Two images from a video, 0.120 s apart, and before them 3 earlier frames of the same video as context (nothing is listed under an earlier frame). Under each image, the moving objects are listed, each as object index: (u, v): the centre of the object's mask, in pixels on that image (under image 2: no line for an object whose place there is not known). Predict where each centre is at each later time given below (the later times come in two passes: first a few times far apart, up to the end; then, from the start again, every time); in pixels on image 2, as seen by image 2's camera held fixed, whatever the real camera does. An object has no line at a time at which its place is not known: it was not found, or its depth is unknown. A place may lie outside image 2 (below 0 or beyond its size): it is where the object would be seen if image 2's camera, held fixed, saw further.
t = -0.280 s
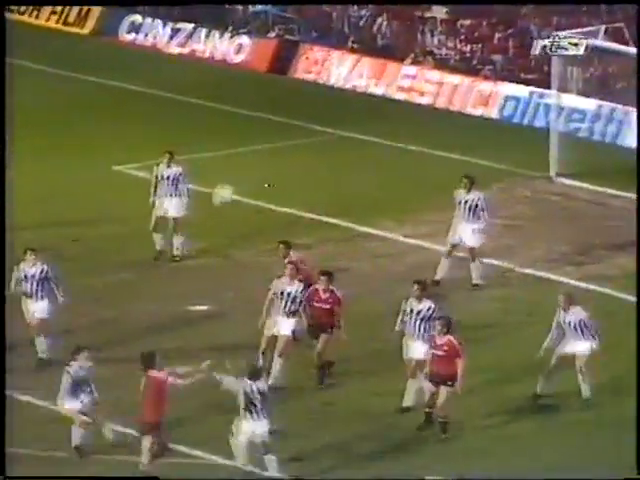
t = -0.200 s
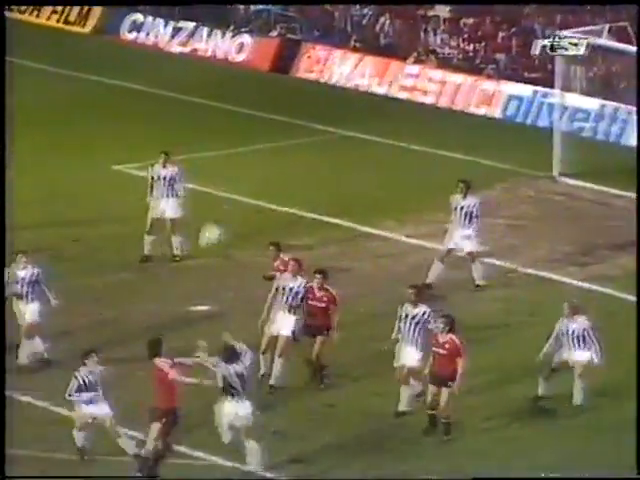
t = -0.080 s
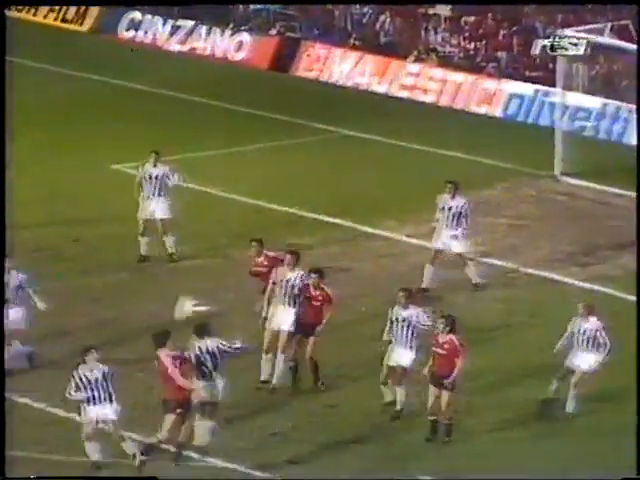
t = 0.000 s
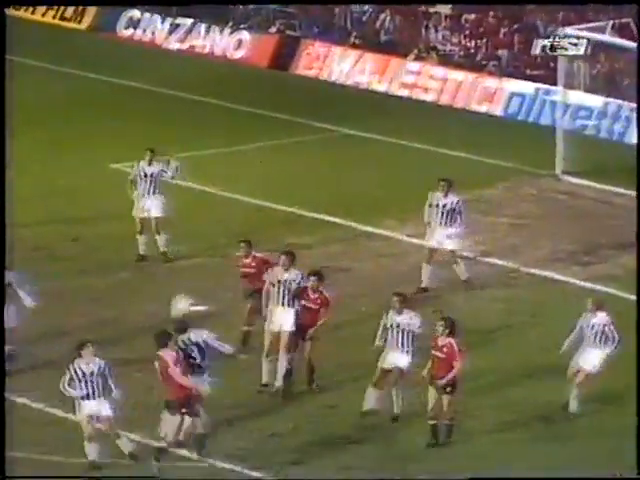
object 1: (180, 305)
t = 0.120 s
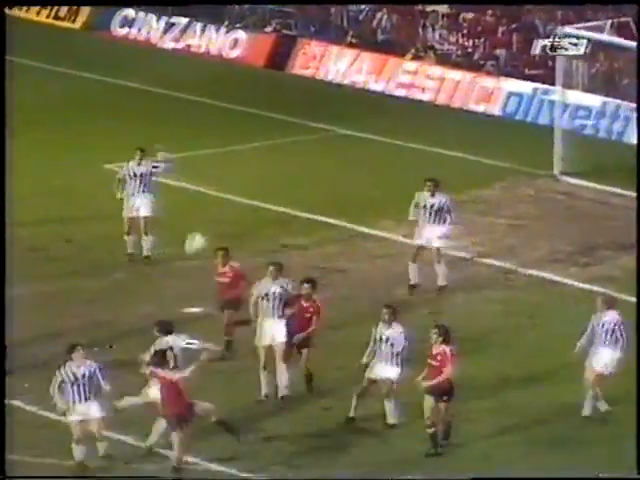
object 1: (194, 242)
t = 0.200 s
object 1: (207, 205)
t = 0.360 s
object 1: (232, 148)
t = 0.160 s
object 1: (201, 222)
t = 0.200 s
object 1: (207, 205)
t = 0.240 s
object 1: (213, 189)
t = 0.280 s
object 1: (220, 174)
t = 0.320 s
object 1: (226, 160)
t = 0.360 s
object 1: (232, 148)
